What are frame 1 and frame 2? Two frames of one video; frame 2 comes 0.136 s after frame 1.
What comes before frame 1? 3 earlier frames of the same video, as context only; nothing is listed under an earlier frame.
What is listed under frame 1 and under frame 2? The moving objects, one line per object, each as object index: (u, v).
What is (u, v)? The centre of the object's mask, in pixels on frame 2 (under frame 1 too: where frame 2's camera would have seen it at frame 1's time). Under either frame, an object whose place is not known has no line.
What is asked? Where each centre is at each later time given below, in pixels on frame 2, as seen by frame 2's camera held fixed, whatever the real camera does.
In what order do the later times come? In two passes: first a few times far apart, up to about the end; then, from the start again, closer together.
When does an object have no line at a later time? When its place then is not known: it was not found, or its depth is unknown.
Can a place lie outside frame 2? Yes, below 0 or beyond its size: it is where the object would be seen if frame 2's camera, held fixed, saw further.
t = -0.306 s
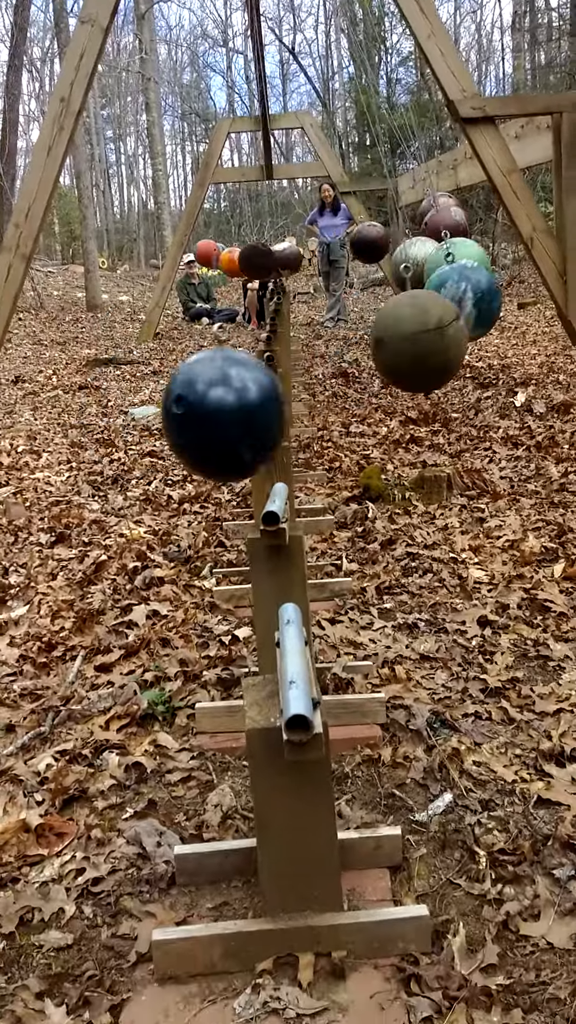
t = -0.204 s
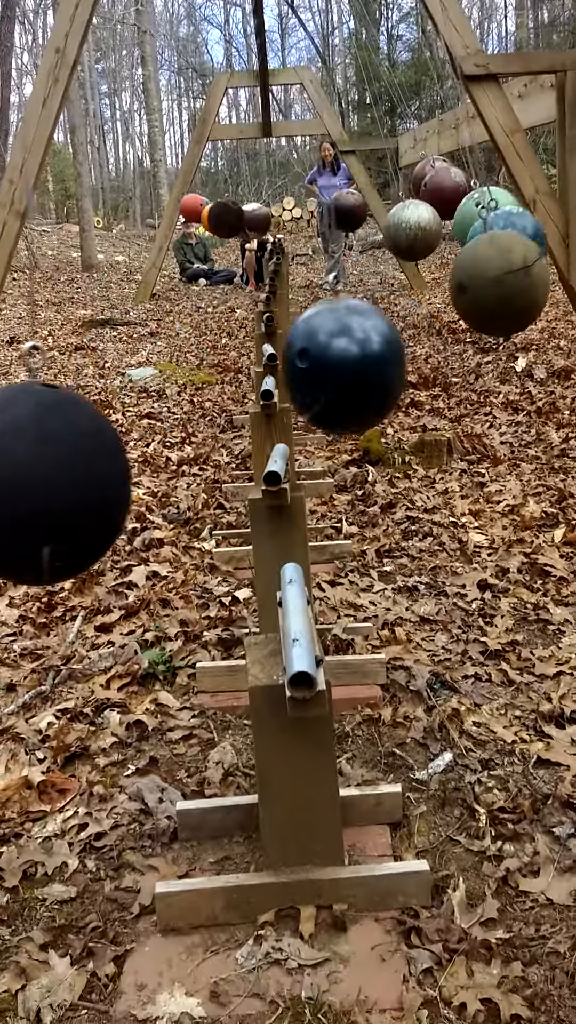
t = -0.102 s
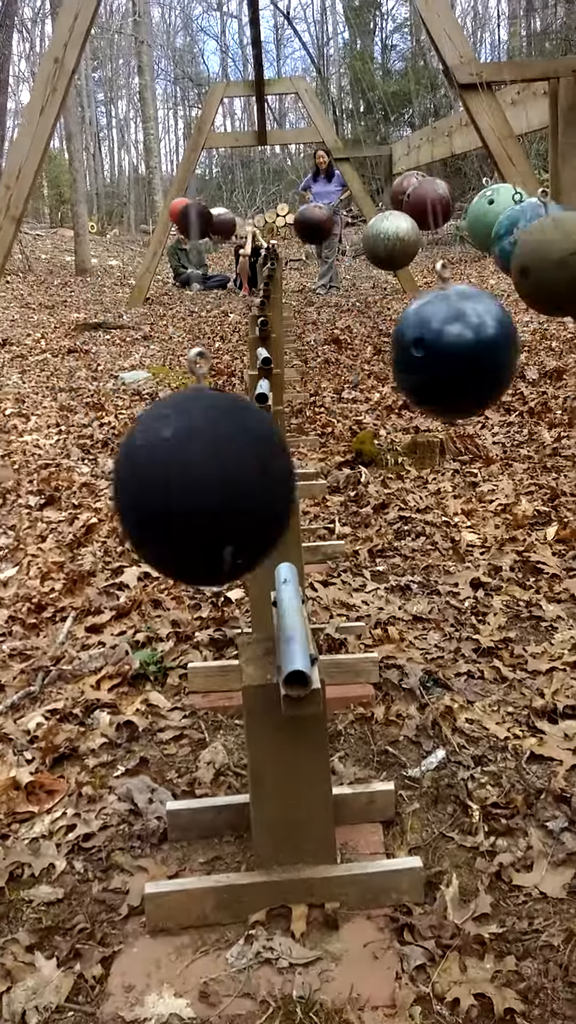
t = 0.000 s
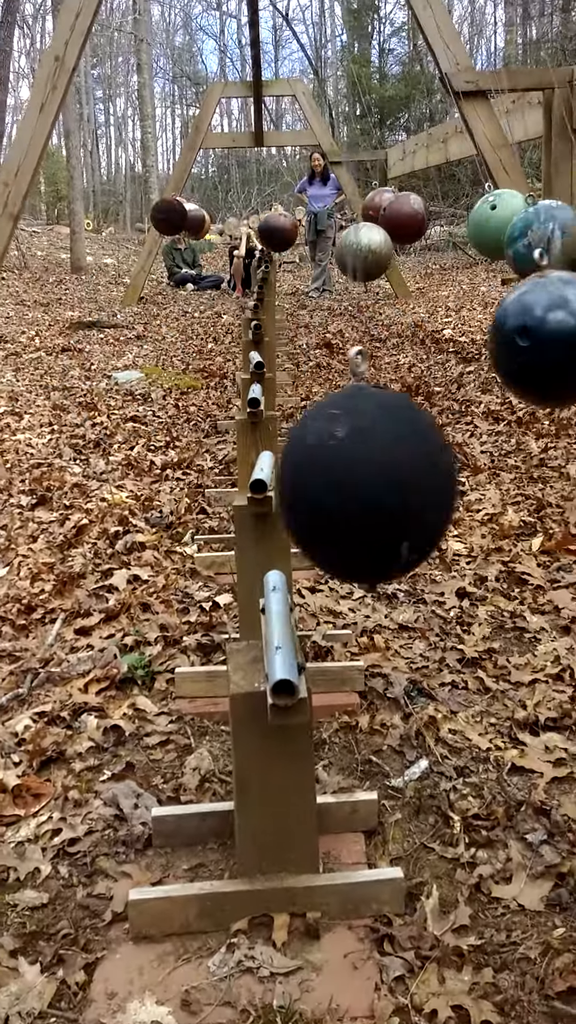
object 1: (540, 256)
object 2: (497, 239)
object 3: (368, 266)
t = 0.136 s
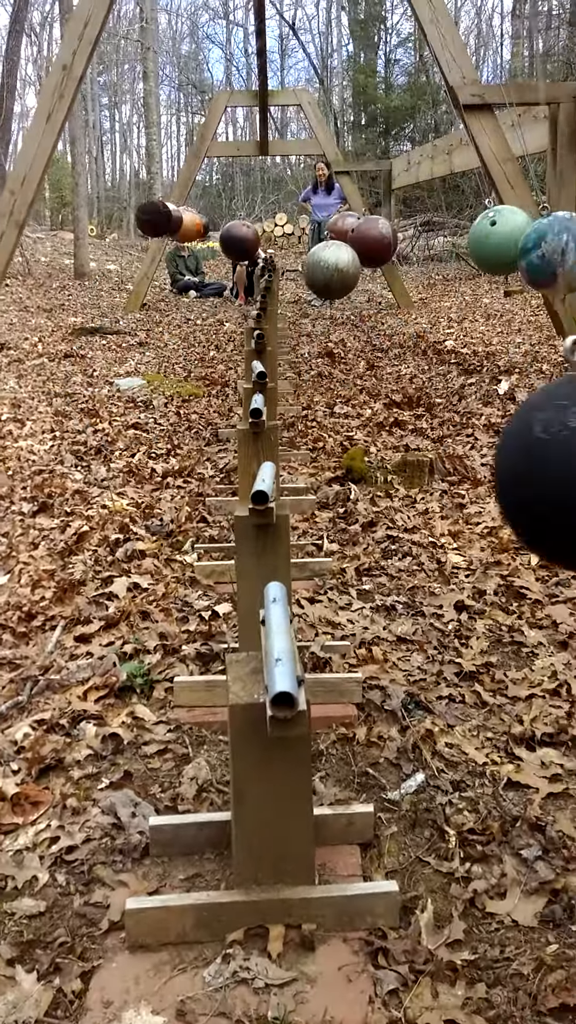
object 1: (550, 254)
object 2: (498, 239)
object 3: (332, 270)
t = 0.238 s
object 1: (547, 257)
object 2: (485, 246)
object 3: (301, 274)
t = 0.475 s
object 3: (221, 268)
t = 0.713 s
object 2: (297, 284)
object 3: (158, 264)
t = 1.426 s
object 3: (160, 261)
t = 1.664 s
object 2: (36, 249)
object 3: (224, 271)
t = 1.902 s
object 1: (22, 281)
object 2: (104, 270)
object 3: (298, 271)
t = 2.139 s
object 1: (127, 304)
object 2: (209, 287)
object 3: (361, 261)
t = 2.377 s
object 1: (260, 311)
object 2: (325, 282)
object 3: (399, 251)
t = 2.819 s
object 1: (490, 269)
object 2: (479, 228)
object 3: (379, 257)
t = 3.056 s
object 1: (528, 256)
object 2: (492, 235)
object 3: (324, 270)
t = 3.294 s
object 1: (530, 258)
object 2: (462, 254)
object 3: (252, 275)
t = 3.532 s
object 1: (472, 282)
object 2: (371, 278)
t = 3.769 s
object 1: (351, 306)
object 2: (254, 289)
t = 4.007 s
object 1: (211, 312)
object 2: (144, 278)
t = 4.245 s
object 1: (75, 292)
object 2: (49, 243)
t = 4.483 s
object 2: (41, 241)
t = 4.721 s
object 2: (63, 258)
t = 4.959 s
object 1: (39, 285)
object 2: (146, 279)
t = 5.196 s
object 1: (147, 306)
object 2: (256, 287)
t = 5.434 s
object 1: (282, 311)
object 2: (370, 276)
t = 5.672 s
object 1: (412, 295)
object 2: (459, 251)
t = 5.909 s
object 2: (494, 221)
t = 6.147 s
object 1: (535, 255)
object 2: (485, 243)
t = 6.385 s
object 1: (521, 264)
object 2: (421, 265)
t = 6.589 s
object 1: (459, 285)
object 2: (330, 283)
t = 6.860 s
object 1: (314, 308)
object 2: (194, 283)
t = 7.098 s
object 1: (168, 306)
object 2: (92, 265)
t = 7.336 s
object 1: (49, 285)
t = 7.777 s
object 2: (91, 265)
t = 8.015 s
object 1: (52, 286)
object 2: (186, 283)
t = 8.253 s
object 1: (164, 306)
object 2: (298, 285)
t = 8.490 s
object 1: (299, 309)
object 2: (403, 269)
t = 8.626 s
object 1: (375, 300)
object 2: (450, 255)
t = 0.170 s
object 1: (555, 255)
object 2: (499, 242)
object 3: (326, 272)
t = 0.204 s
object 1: (548, 256)
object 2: (490, 244)
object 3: (311, 273)
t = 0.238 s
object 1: (547, 257)
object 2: (485, 246)
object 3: (301, 274)
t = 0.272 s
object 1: (551, 258)
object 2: (484, 248)
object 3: (294, 273)
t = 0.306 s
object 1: (547, 260)
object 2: (476, 251)
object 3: (283, 274)
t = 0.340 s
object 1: (535, 263)
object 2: (463, 255)
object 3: (270, 275)
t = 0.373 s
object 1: (523, 266)
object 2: (449, 257)
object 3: (257, 274)
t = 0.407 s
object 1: (513, 267)
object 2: (437, 259)
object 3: (245, 273)
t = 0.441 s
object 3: (234, 268)
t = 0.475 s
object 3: (221, 268)
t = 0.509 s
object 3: (211, 269)
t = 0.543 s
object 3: (201, 268)
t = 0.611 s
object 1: (425, 291)
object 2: (349, 279)
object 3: (184, 269)
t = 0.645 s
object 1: (407, 296)
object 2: (333, 282)
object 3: (175, 268)
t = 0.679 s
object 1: (388, 299)
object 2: (315, 283)
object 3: (166, 265)
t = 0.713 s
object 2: (297, 284)
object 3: (158, 264)
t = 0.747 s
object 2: (279, 285)
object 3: (150, 262)
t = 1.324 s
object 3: (140, 258)
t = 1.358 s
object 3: (147, 259)
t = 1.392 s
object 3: (152, 261)
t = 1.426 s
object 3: (160, 261)
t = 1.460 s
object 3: (168, 263)
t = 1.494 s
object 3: (178, 265)
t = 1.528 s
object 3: (185, 266)
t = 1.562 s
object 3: (195, 267)
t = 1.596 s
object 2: (29, 242)
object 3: (205, 269)
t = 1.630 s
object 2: (33, 247)
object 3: (214, 270)
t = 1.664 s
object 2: (36, 249)
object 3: (224, 271)
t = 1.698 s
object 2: (41, 252)
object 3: (234, 272)
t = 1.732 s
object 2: (51, 255)
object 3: (246, 273)
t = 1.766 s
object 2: (59, 258)
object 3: (256, 273)
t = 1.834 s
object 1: (4, 275)
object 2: (81, 265)
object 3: (278, 273)
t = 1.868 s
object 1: (12, 277)
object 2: (93, 268)
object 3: (288, 272)
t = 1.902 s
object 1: (22, 281)
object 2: (104, 270)
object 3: (298, 271)
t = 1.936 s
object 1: (33, 284)
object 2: (117, 273)
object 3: (308, 270)
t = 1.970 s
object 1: (47, 288)
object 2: (132, 276)
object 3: (317, 269)
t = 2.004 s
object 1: (61, 291)
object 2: (146, 279)
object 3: (327, 268)
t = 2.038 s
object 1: (76, 295)
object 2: (160, 281)
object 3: (336, 266)
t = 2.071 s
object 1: (92, 297)
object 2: (176, 283)
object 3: (344, 264)
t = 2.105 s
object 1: (109, 300)
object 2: (192, 285)
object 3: (353, 263)
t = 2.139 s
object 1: (127, 304)
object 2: (209, 287)
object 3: (361, 261)
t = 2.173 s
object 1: (144, 306)
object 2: (225, 287)
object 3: (367, 260)
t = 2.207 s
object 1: (162, 308)
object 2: (242, 287)
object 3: (374, 257)
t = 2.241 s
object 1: (181, 309)
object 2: (259, 286)
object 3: (381, 255)
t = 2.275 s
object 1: (201, 311)
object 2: (276, 287)
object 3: (386, 254)
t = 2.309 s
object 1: (220, 312)
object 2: (291, 285)
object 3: (391, 253)
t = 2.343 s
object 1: (240, 311)
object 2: (308, 284)
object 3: (396, 252)
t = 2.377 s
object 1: (260, 311)
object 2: (325, 282)
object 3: (399, 251)
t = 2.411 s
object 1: (280, 312)
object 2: (341, 280)
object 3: (402, 251)
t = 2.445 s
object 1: (300, 310)
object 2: (358, 277)
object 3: (406, 248)
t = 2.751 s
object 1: (457, 282)
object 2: (468, 234)
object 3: (390, 251)
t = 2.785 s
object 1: (475, 277)
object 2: (475, 230)
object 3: (384, 254)
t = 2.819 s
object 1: (490, 269)
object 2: (479, 228)
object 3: (379, 257)
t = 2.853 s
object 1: (504, 263)
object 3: (371, 259)
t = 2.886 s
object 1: (514, 253)
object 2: (484, 226)
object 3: (365, 261)
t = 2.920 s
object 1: (513, 240)
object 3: (357, 263)
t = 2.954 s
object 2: (486, 232)
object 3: (349, 265)
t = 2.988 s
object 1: (517, 242)
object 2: (489, 233)
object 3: (341, 266)
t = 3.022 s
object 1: (521, 248)
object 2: (491, 235)
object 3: (332, 268)
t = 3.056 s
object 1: (528, 256)
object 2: (492, 235)
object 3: (324, 270)
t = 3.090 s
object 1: (530, 256)
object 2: (493, 237)
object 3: (314, 271)
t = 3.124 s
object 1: (533, 253)
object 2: (492, 240)
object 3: (304, 272)
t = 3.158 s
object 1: (533, 253)
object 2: (488, 242)
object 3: (293, 273)
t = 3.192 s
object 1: (535, 256)
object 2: (484, 245)
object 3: (284, 275)
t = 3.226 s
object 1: (534, 257)
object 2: (478, 250)
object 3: (274, 276)
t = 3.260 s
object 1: (533, 258)
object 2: (470, 253)
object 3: (263, 276)
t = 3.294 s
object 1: (530, 258)
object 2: (462, 254)
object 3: (252, 275)
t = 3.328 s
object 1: (528, 259)
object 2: (453, 256)
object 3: (241, 273)
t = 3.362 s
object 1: (524, 263)
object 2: (441, 261)
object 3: (231, 275)
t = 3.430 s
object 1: (511, 273)
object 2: (416, 271)
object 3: (212, 275)
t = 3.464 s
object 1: (500, 275)
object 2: (402, 272)
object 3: (202, 273)
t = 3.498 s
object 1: (487, 278)
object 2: (387, 275)
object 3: (192, 272)
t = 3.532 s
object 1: (472, 282)
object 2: (371, 278)
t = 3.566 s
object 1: (458, 287)
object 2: (356, 282)
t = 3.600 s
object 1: (443, 291)
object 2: (340, 284)
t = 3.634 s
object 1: (426, 295)
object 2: (323, 286)
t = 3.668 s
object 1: (412, 299)
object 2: (310, 288)
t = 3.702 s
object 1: (389, 302)
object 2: (289, 289)
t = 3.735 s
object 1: (370, 305)
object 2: (271, 289)
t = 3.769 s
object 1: (351, 306)
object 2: (254, 289)
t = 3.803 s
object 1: (330, 309)
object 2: (236, 289)
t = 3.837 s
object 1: (310, 310)
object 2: (218, 288)
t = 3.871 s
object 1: (289, 313)
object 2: (202, 287)
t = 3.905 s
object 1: (268, 313)
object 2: (185, 285)
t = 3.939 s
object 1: (247, 313)
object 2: (169, 283)
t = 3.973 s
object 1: (227, 312)
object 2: (155, 281)
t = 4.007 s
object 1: (211, 312)
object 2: (144, 278)
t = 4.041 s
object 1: (187, 311)
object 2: (125, 275)
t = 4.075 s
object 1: (165, 308)
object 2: (108, 269)
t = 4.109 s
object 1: (146, 304)
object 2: (93, 264)
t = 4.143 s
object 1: (127, 302)
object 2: (80, 260)
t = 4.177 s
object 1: (109, 298)
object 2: (68, 254)
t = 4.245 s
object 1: (75, 292)
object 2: (49, 243)
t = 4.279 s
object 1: (59, 288)
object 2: (44, 238)
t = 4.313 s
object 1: (44, 284)
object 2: (41, 234)
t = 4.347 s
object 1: (28, 277)
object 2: (40, 232)
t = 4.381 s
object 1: (12, 270)
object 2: (39, 232)
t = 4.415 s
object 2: (38, 233)
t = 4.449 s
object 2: (39, 237)
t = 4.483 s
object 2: (41, 241)
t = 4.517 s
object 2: (39, 243)
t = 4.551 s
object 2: (39, 245)
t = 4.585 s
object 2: (41, 248)
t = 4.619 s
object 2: (44, 250)
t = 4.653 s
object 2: (48, 252)
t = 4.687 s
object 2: (55, 255)
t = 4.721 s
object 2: (63, 258)
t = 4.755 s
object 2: (72, 261)
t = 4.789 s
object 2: (82, 264)
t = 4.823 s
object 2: (93, 267)
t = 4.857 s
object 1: (6, 274)
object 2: (105, 269)
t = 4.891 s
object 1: (16, 278)
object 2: (118, 273)
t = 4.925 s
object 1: (27, 281)
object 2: (132, 276)
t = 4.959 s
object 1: (39, 285)
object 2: (146, 279)
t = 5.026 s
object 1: (66, 291)
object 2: (176, 283)
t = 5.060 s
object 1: (81, 296)
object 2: (191, 286)
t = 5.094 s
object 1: (96, 298)
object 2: (207, 287)
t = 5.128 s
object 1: (112, 301)
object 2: (223, 287)
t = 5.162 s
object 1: (129, 303)
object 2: (240, 287)
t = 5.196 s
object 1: (147, 306)
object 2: (256, 287)
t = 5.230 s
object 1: (166, 308)
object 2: (273, 288)
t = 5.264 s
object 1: (185, 309)
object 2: (289, 286)
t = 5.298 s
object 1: (204, 311)
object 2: (306, 285)
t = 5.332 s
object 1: (223, 312)
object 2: (322, 284)
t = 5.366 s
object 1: (243, 311)
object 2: (339, 281)
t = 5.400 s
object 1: (263, 311)
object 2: (355, 279)
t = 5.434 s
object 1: (282, 311)
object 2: (370, 276)
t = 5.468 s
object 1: (303, 310)
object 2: (384, 274)
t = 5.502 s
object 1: (322, 309)
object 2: (398, 271)
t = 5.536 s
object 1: (342, 306)
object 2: (412, 268)
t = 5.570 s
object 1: (360, 304)
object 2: (424, 264)
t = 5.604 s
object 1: (378, 301)
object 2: (436, 260)
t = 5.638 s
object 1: (396, 298)
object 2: (448, 256)
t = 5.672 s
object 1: (412, 295)
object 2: (459, 251)
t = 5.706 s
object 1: (429, 292)
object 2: (470, 246)
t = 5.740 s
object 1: (446, 287)
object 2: (479, 240)
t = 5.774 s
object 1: (460, 284)
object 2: (487, 235)
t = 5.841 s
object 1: (488, 276)
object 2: (495, 226)
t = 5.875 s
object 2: (496, 223)
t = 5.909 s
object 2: (494, 221)
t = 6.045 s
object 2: (492, 233)
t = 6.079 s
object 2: (491, 237)
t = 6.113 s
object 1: (530, 245)
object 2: (489, 240)
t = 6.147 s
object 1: (535, 255)
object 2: (485, 243)
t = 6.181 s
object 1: (534, 255)
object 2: (480, 246)
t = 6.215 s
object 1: (534, 254)
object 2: (475, 247)
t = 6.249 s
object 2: (466, 250)
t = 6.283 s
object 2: (456, 254)
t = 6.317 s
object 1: (527, 257)
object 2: (445, 258)
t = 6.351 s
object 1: (524, 262)
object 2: (432, 262)
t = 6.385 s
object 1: (521, 264)
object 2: (421, 265)
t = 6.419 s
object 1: (516, 266)
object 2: (407, 269)
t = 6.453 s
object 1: (510, 269)
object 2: (394, 271)
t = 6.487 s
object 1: (500, 273)
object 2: (378, 275)
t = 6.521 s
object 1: (488, 277)
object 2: (362, 278)
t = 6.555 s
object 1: (473, 281)
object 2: (346, 281)
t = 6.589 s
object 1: (459, 285)
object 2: (330, 283)
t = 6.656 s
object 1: (429, 292)
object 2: (298, 285)
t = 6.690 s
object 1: (411, 296)
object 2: (280, 287)
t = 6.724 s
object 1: (393, 299)
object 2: (263, 287)
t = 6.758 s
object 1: (374, 302)
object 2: (245, 286)
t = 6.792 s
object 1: (354, 304)
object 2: (228, 285)
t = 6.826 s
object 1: (334, 307)
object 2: (211, 285)
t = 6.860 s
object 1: (314, 308)
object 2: (194, 283)
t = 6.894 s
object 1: (293, 310)
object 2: (177, 282)
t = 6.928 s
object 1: (272, 310)
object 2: (162, 279)
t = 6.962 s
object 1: (250, 310)
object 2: (146, 276)
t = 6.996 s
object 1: (229, 311)
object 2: (131, 274)
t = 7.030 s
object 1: (209, 308)
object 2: (117, 269)
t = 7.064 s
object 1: (188, 308)
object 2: (105, 267)
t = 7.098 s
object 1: (168, 306)
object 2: (92, 265)
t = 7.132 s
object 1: (149, 303)
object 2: (80, 261)
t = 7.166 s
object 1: (129, 301)
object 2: (69, 257)
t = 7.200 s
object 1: (111, 296)
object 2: (57, 252)
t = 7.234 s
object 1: (93, 294)
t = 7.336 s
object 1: (49, 285)
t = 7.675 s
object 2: (61, 257)
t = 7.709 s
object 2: (70, 259)
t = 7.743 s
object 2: (80, 263)
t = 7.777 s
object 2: (91, 265)
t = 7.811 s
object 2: (102, 269)
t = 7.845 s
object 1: (1, 268)
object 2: (115, 272)
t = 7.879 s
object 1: (8, 274)
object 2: (128, 274)
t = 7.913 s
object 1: (17, 277)
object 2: (142, 276)
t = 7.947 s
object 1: (29, 282)
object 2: (156, 280)
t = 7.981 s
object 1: (40, 284)
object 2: (171, 281)
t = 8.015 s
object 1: (52, 286)
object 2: (186, 283)
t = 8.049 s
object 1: (66, 290)
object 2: (202, 285)
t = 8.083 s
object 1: (79, 292)
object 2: (217, 285)
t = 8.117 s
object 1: (94, 294)
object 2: (233, 285)
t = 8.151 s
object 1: (112, 299)
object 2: (250, 286)
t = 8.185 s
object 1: (128, 302)
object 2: (266, 286)
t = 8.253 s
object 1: (164, 306)
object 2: (298, 285)
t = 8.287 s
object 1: (182, 308)
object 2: (314, 283)
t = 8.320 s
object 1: (202, 310)
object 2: (330, 282)
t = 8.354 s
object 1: (221, 310)
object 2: (346, 279)
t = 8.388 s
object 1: (241, 311)
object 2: (361, 277)
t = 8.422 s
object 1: (261, 310)
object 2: (376, 274)
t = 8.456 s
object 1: (280, 311)
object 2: (389, 272)
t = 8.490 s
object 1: (299, 309)
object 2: (403, 269)
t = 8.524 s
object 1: (319, 308)
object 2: (416, 265)
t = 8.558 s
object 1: (338, 306)
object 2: (428, 262)
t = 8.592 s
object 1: (356, 303)
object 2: (440, 258)
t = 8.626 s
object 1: (375, 300)
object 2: (450, 255)
